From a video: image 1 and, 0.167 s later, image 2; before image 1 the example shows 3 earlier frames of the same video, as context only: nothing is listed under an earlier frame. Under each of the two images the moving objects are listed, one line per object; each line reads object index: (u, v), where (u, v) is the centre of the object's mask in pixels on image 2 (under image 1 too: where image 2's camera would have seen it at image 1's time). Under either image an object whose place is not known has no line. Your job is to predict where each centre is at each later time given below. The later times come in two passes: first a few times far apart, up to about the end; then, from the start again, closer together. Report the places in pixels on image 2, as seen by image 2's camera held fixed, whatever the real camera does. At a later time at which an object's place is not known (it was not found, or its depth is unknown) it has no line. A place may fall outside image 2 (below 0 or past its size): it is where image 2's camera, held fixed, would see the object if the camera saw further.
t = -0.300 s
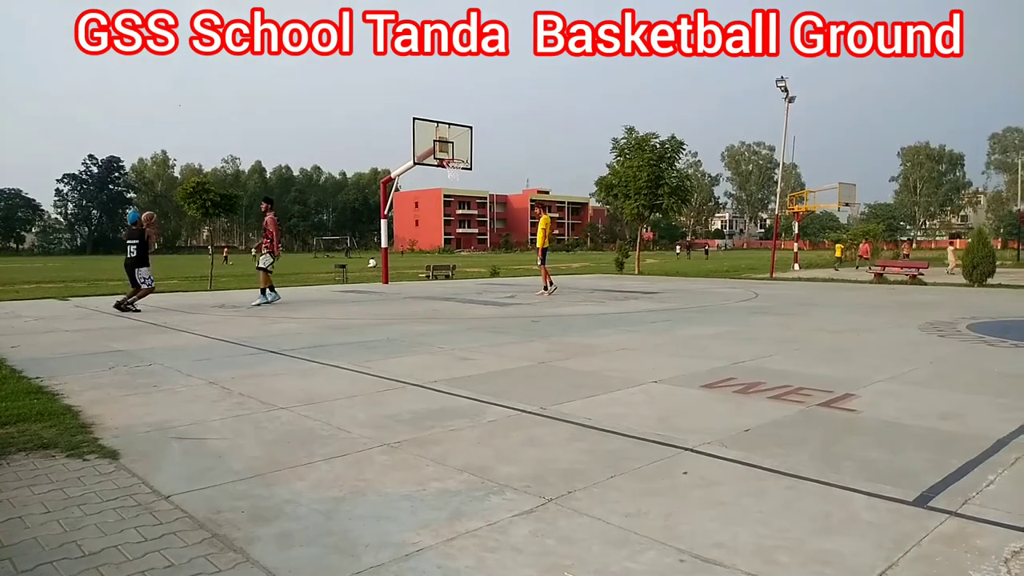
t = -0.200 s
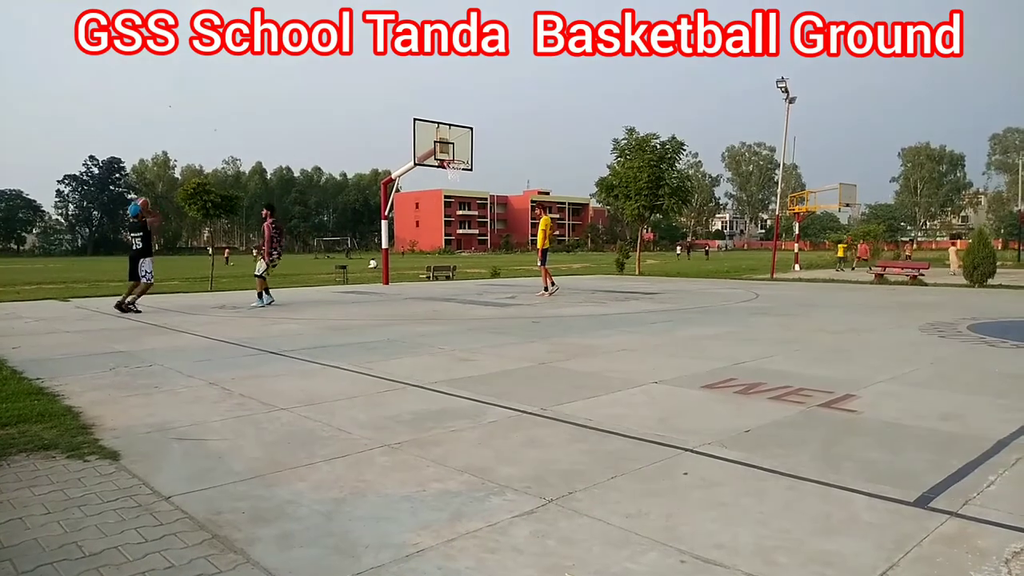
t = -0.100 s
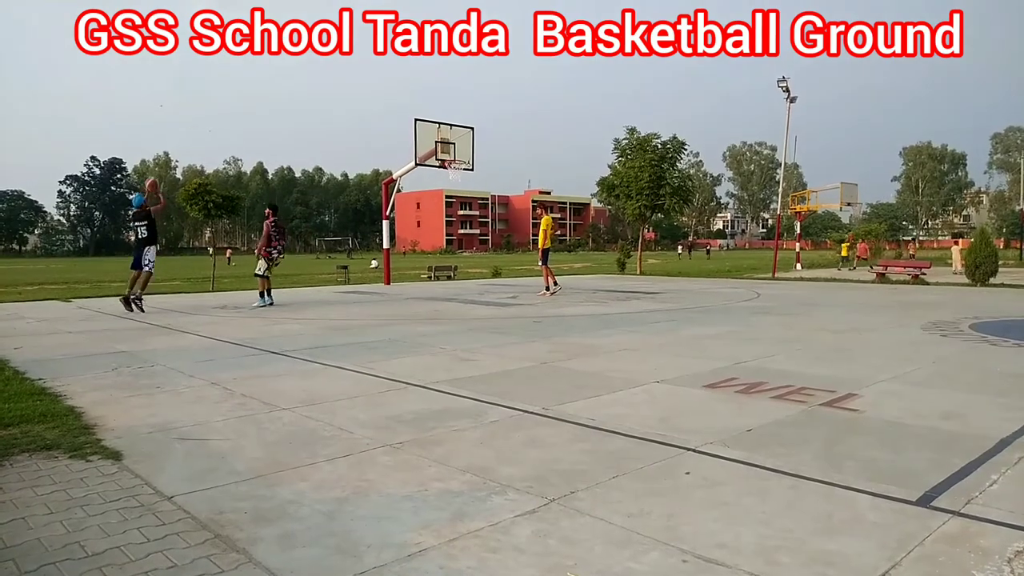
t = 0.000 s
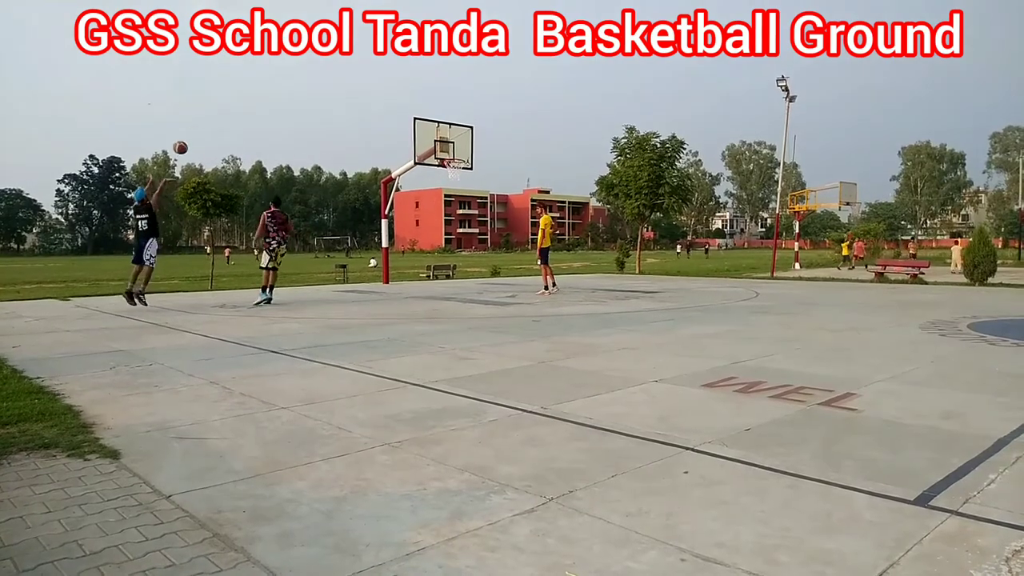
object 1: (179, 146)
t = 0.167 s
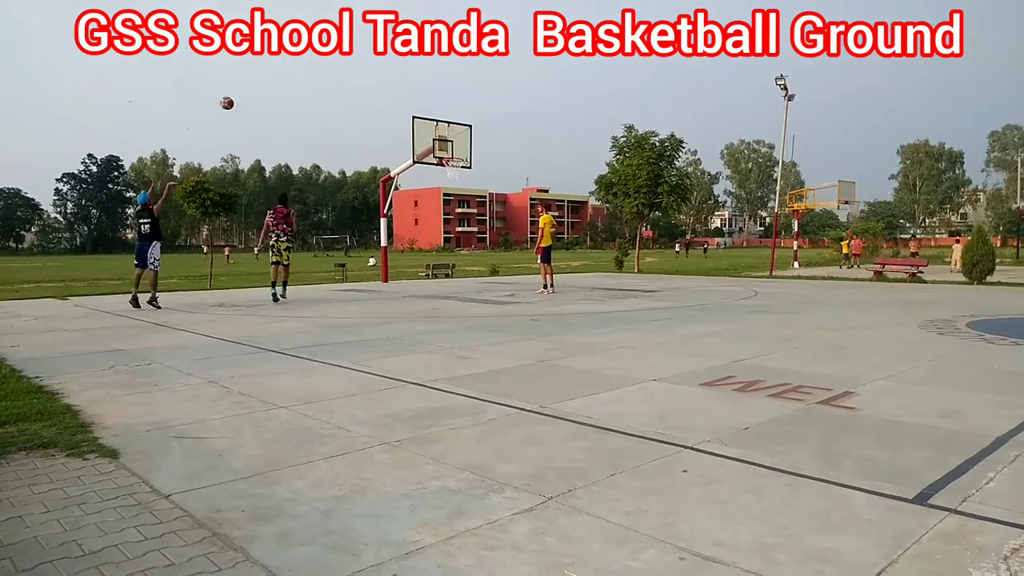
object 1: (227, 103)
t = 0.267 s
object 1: (254, 86)
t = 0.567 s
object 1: (325, 70)
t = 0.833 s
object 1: (380, 94)
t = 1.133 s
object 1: (431, 152)
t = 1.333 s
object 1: (430, 184)
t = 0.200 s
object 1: (236, 97)
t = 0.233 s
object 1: (245, 91)
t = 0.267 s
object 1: (254, 86)
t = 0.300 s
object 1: (263, 82)
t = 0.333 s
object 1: (271, 78)
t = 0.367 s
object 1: (279, 75)
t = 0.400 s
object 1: (287, 73)
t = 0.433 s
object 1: (295, 71)
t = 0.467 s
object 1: (302, 70)
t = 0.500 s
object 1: (310, 69)
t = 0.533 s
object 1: (318, 70)
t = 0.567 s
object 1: (325, 70)
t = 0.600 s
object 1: (332, 72)
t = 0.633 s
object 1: (340, 74)
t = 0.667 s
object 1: (347, 75)
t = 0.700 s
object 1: (353, 78)
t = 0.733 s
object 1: (360, 81)
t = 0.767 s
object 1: (367, 85)
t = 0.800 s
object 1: (374, 89)
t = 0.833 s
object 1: (380, 94)
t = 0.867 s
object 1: (387, 98)
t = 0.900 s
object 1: (393, 104)
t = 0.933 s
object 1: (399, 109)
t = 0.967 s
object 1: (406, 116)
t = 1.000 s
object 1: (411, 122)
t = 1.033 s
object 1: (417, 130)
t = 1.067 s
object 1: (422, 137)
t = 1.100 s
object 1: (428, 145)
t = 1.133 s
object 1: (431, 152)
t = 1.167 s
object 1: (439, 161)
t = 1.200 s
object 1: (434, 166)
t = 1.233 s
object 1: (433, 170)
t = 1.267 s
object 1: (432, 174)
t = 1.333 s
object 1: (430, 184)
